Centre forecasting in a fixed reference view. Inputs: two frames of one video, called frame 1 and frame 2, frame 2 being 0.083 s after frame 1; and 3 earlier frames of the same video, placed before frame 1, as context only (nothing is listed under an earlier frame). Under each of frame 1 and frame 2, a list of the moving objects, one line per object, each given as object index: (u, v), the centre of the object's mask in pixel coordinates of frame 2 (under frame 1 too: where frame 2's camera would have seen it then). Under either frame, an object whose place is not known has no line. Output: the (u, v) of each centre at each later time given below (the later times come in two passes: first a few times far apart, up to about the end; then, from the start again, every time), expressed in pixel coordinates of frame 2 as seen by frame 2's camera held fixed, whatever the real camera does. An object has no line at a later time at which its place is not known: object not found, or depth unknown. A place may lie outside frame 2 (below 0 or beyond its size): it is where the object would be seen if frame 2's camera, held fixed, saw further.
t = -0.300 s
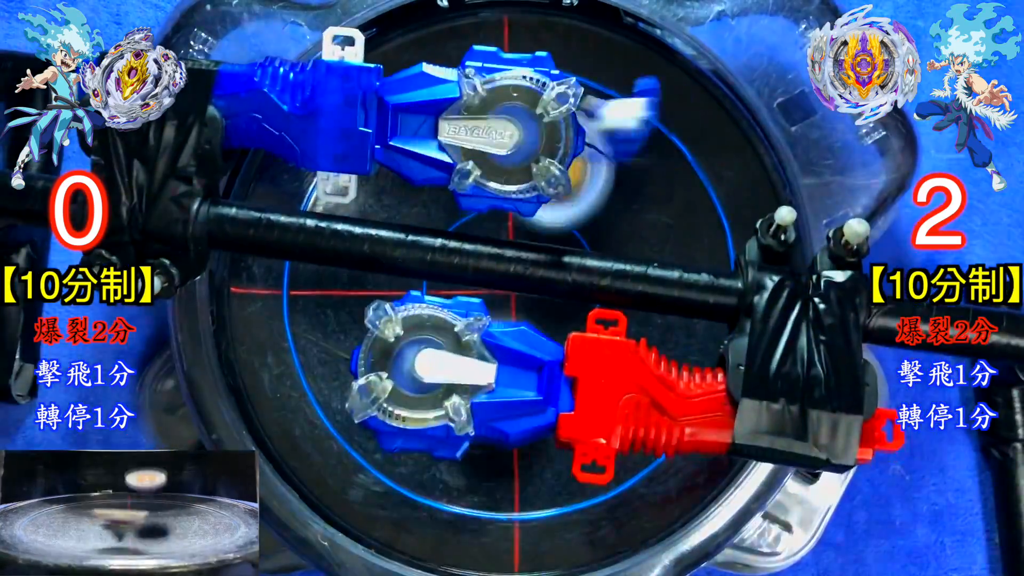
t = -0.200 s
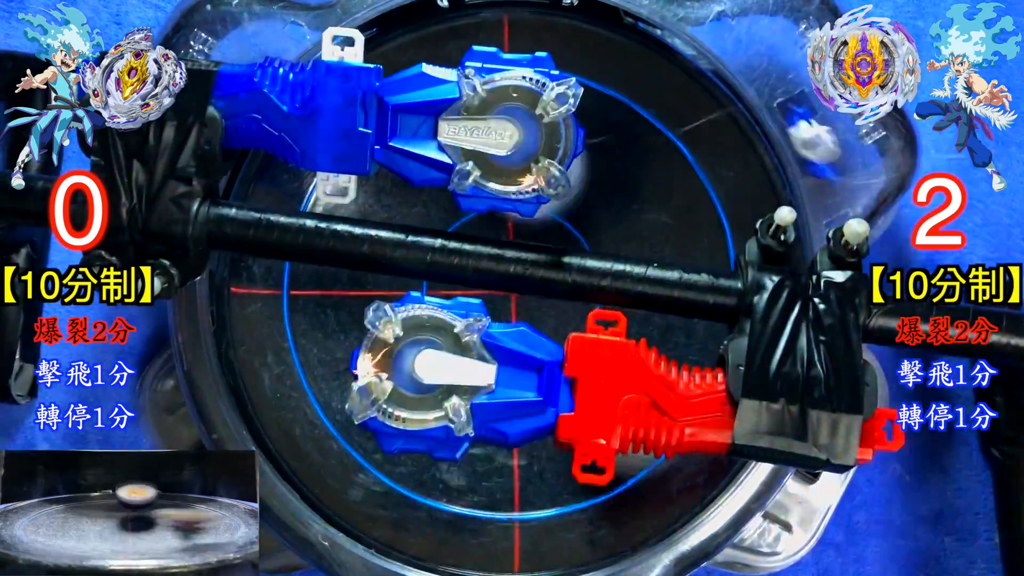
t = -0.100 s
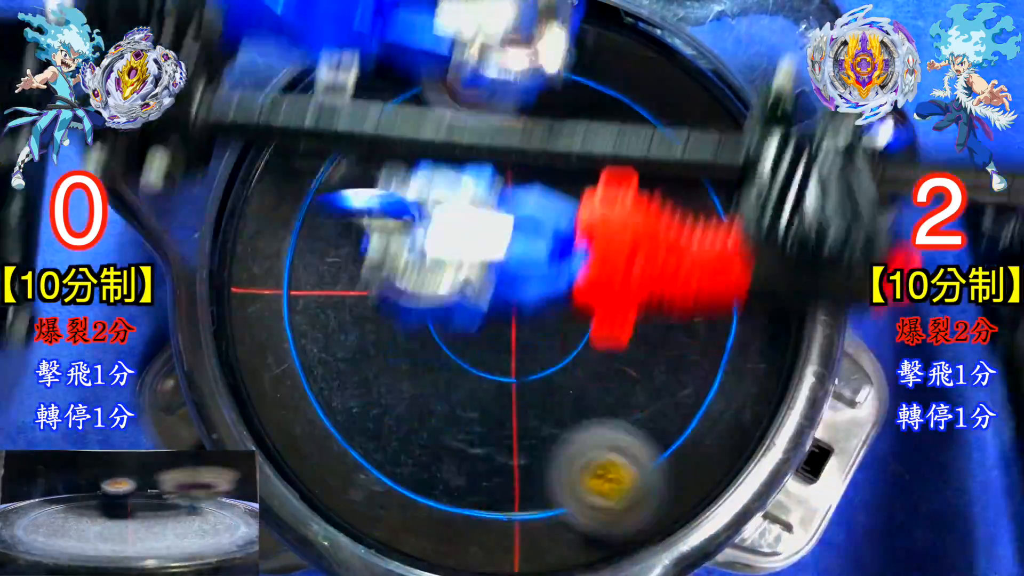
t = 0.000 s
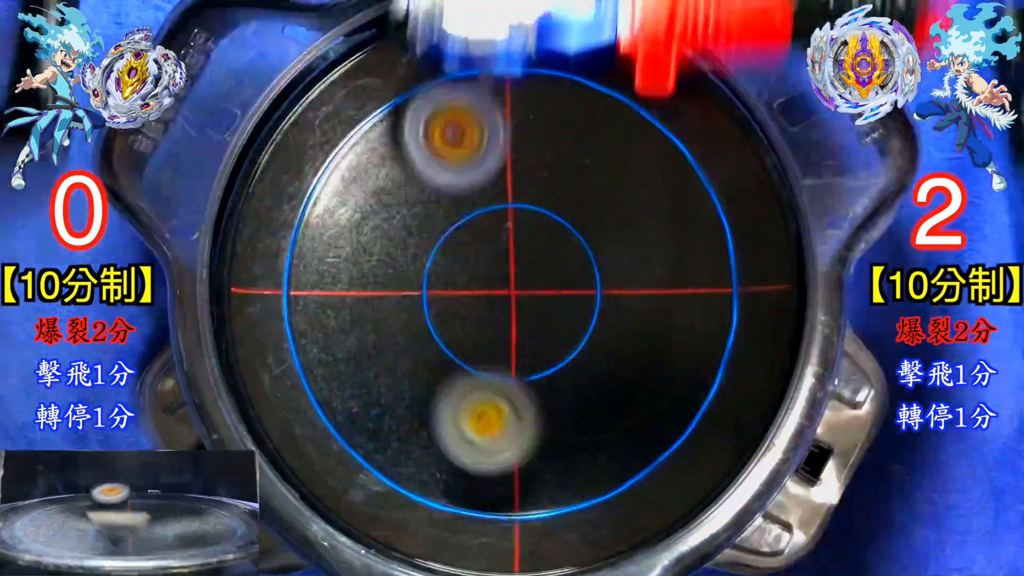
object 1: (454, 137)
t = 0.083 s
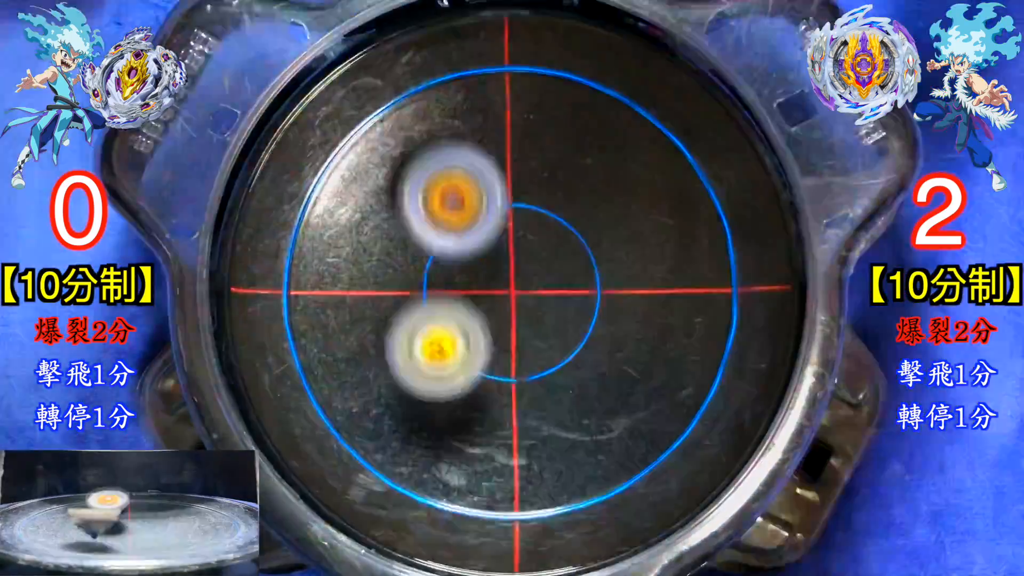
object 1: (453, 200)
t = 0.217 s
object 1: (437, 160)
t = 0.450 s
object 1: (468, 111)
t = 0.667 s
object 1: (479, 160)
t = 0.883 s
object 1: (436, 124)
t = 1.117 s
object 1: (471, 167)
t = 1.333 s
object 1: (442, 309)
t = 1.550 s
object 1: (406, 404)
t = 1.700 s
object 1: (457, 376)
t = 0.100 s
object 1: (454, 213)
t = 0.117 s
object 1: (452, 216)
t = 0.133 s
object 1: (449, 206)
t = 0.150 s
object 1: (447, 197)
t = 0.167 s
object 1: (443, 189)
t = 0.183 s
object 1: (441, 177)
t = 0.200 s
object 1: (439, 170)
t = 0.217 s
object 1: (437, 160)
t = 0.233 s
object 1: (436, 153)
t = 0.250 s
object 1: (436, 146)
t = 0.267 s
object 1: (435, 140)
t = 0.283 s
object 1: (436, 133)
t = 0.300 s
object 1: (437, 127)
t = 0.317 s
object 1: (439, 123)
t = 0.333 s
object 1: (441, 120)
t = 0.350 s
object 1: (444, 117)
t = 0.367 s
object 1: (446, 115)
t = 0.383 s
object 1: (449, 113)
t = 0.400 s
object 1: (453, 111)
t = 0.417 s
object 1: (458, 110)
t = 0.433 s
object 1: (464, 110)
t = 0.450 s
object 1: (468, 111)
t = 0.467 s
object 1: (473, 112)
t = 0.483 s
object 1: (477, 115)
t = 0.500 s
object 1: (482, 118)
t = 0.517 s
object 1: (486, 122)
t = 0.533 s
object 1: (490, 128)
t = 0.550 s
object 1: (492, 134)
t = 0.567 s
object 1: (495, 142)
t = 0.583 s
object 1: (496, 151)
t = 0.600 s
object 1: (497, 161)
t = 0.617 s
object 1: (496, 172)
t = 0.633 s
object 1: (492, 173)
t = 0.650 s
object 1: (485, 166)
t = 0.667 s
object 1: (479, 160)
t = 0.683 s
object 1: (474, 156)
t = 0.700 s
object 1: (469, 151)
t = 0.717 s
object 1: (464, 147)
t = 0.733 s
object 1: (460, 143)
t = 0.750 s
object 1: (454, 140)
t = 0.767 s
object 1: (450, 137)
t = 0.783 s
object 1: (446, 133)
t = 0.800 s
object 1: (444, 131)
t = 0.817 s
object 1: (440, 129)
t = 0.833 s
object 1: (438, 127)
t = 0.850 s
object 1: (437, 125)
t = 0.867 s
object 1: (436, 125)
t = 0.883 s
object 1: (436, 124)
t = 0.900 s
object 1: (436, 124)
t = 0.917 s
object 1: (438, 125)
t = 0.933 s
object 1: (440, 126)
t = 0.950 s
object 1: (442, 126)
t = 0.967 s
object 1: (446, 128)
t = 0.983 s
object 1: (449, 131)
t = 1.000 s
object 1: (451, 133)
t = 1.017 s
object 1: (455, 135)
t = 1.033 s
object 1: (459, 139)
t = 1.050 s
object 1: (462, 142)
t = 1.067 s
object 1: (466, 147)
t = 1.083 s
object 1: (468, 154)
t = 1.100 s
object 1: (470, 159)
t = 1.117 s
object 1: (471, 167)
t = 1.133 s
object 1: (472, 176)
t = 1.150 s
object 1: (471, 185)
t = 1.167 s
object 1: (470, 194)
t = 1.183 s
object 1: (469, 205)
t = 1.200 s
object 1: (467, 216)
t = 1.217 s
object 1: (465, 227)
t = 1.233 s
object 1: (462, 238)
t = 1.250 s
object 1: (458, 250)
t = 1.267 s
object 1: (456, 262)
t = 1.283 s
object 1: (453, 274)
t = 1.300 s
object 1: (449, 286)
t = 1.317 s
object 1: (446, 297)
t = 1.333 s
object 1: (442, 309)
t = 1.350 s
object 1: (438, 320)
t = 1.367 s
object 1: (434, 331)
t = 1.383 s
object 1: (431, 342)
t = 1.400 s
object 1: (427, 351)
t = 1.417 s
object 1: (424, 360)
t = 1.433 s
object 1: (420, 369)
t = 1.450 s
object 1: (417, 376)
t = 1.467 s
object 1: (415, 382)
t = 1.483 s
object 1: (413, 389)
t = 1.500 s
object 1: (412, 394)
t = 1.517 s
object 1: (409, 399)
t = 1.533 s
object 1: (407, 402)
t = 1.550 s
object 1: (406, 404)
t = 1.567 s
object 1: (405, 405)
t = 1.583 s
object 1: (399, 415)
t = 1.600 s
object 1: (371, 457)
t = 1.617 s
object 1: (352, 486)
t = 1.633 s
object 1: (365, 473)
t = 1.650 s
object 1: (388, 450)
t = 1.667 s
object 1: (412, 423)
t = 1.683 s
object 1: (434, 401)
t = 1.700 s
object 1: (457, 376)
